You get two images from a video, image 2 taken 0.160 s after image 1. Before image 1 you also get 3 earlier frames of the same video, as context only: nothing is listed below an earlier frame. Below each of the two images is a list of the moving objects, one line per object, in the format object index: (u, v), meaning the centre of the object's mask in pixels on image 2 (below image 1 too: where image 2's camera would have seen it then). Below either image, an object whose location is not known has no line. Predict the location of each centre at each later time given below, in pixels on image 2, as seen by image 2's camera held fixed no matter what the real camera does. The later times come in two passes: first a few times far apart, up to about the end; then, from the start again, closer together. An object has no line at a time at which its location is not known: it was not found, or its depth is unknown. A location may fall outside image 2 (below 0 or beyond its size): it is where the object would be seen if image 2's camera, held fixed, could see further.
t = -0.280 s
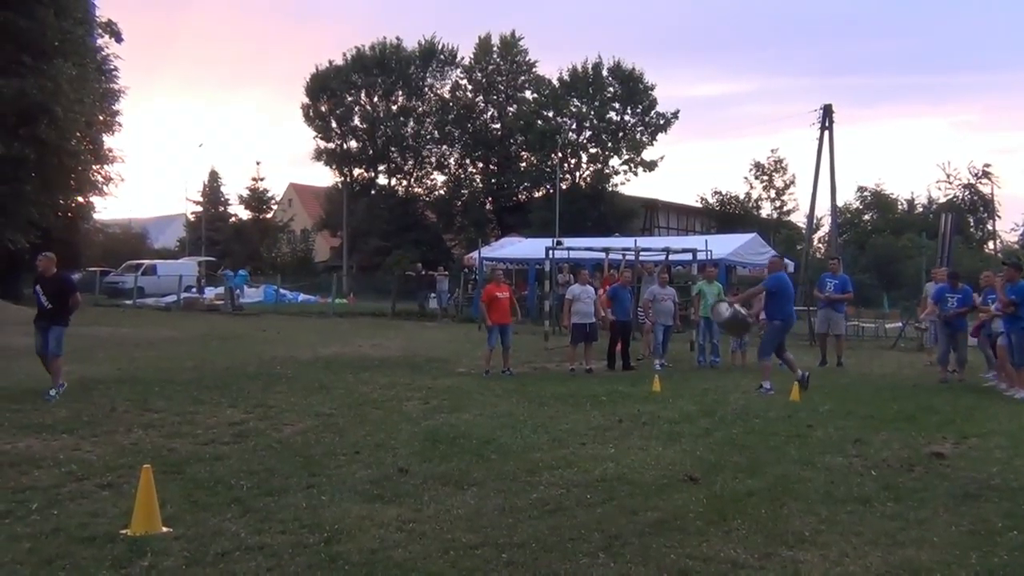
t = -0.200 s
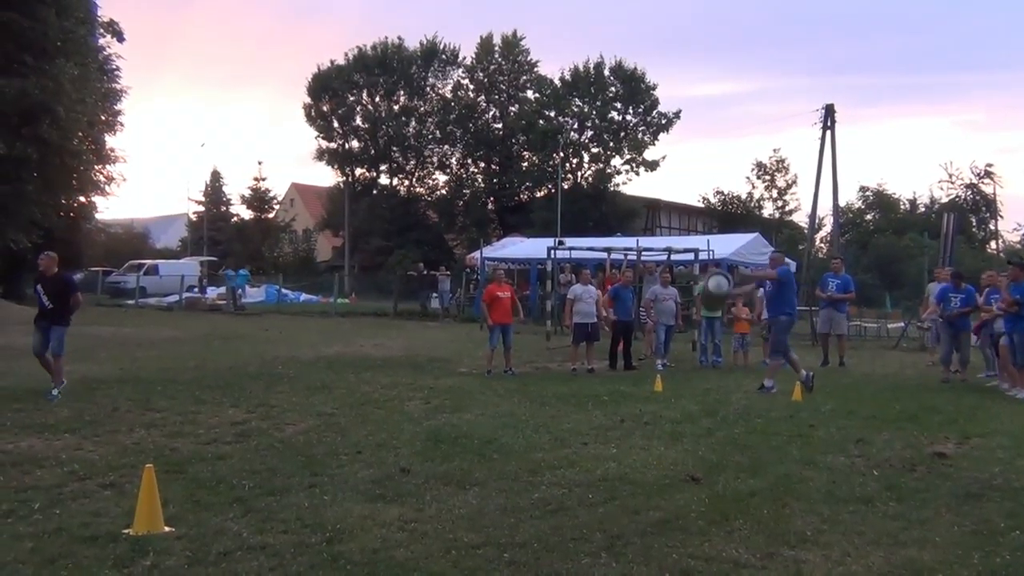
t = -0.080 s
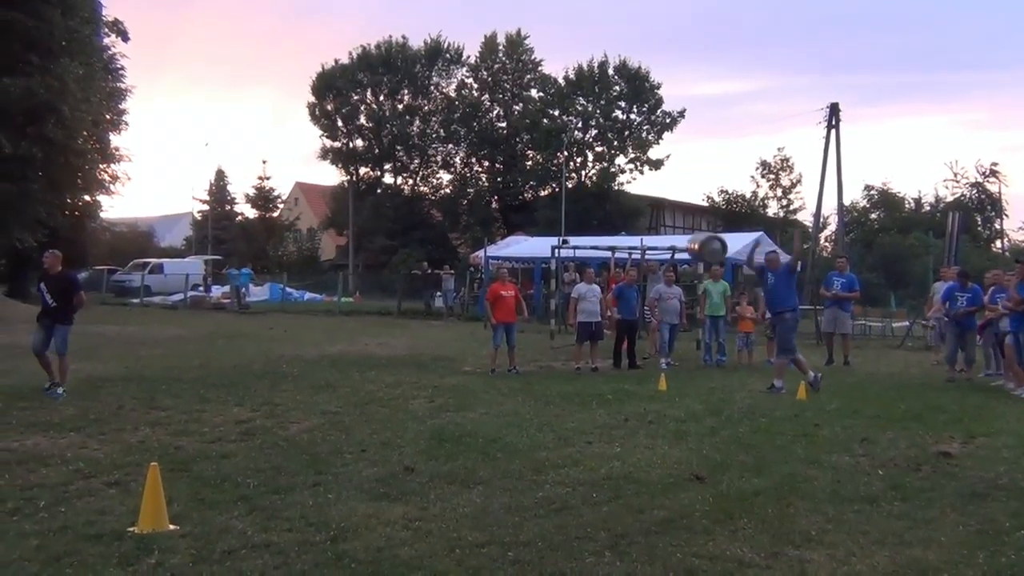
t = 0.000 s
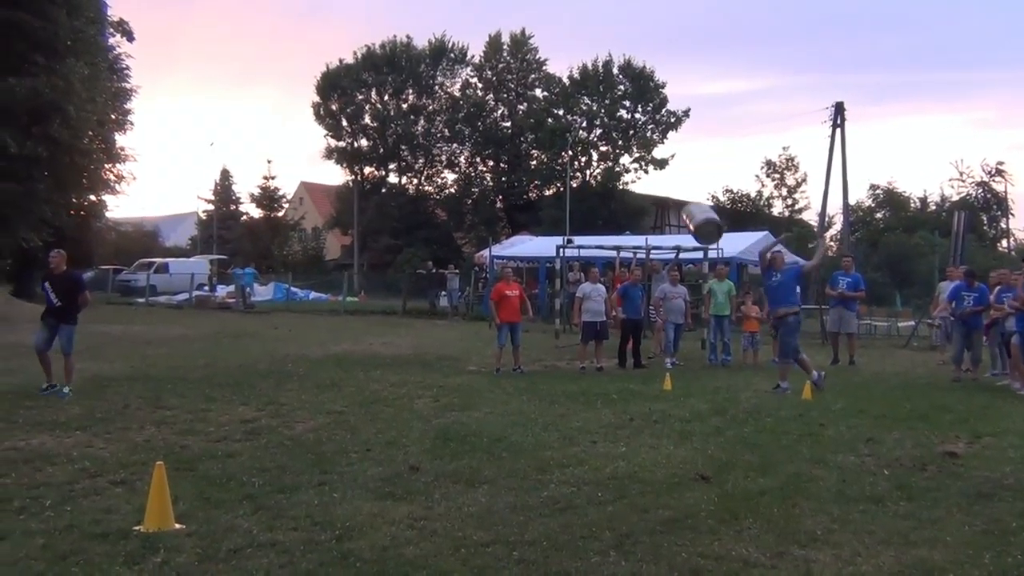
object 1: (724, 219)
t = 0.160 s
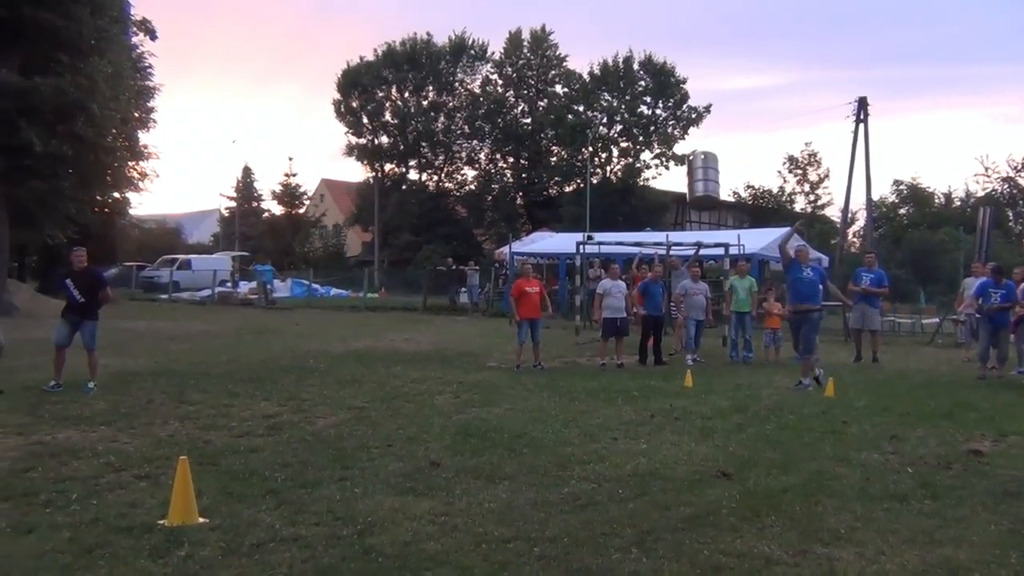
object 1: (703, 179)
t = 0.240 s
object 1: (692, 166)
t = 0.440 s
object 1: (661, 159)
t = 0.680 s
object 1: (613, 210)
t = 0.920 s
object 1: (549, 359)
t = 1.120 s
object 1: (488, 453)
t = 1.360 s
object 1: (413, 472)
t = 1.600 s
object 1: (344, 477)
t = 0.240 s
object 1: (692, 166)
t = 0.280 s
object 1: (686, 164)
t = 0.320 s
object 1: (679, 161)
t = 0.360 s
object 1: (673, 159)
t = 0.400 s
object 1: (667, 158)
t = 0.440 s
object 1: (661, 159)
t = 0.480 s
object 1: (654, 163)
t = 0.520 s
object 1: (647, 168)
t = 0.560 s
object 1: (640, 173)
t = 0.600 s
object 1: (630, 186)
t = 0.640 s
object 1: (623, 198)
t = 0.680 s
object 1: (613, 210)
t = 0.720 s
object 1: (604, 226)
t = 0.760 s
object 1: (593, 246)
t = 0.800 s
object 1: (584, 268)
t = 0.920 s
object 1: (549, 359)
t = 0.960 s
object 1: (535, 397)
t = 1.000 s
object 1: (520, 437)
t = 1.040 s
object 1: (509, 440)
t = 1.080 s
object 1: (499, 446)
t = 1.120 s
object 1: (488, 453)
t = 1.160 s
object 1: (478, 460)
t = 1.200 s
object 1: (467, 454)
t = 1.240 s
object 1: (455, 454)
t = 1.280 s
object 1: (442, 455)
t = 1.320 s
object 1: (428, 460)
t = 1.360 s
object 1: (413, 472)
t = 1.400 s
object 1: (400, 486)
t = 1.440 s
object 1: (388, 490)
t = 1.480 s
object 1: (379, 481)
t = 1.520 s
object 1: (368, 479)
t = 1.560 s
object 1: (356, 477)
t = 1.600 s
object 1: (344, 477)
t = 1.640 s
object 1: (330, 481)
